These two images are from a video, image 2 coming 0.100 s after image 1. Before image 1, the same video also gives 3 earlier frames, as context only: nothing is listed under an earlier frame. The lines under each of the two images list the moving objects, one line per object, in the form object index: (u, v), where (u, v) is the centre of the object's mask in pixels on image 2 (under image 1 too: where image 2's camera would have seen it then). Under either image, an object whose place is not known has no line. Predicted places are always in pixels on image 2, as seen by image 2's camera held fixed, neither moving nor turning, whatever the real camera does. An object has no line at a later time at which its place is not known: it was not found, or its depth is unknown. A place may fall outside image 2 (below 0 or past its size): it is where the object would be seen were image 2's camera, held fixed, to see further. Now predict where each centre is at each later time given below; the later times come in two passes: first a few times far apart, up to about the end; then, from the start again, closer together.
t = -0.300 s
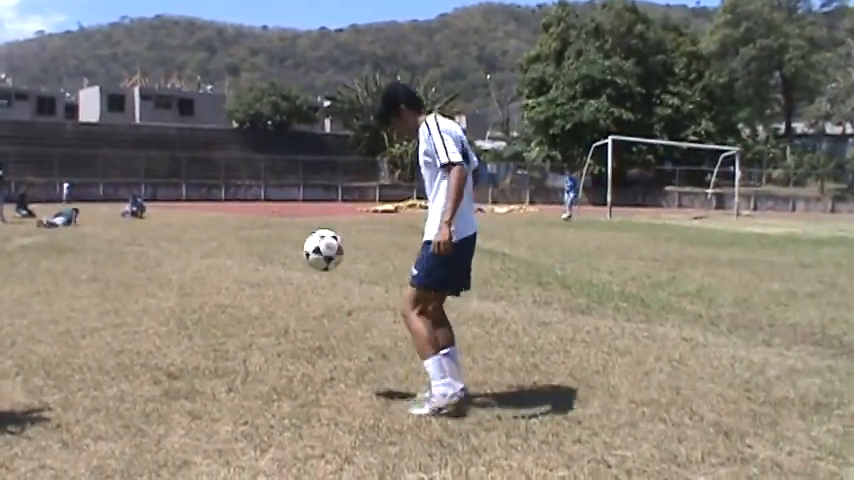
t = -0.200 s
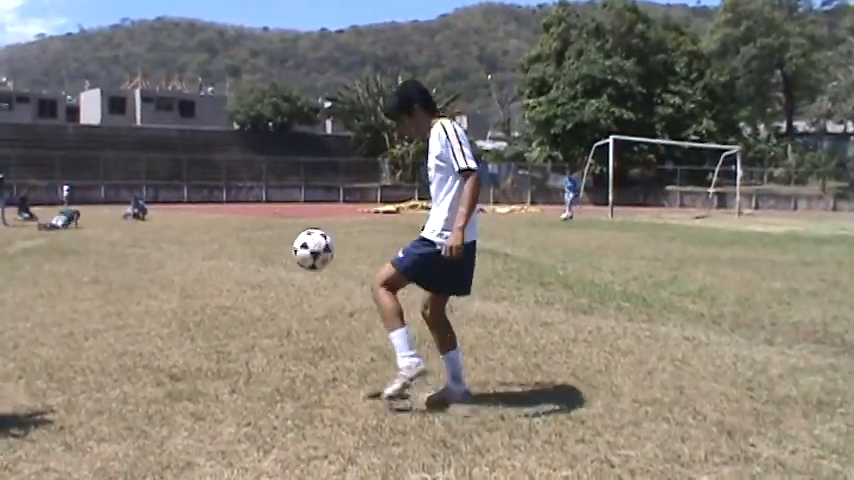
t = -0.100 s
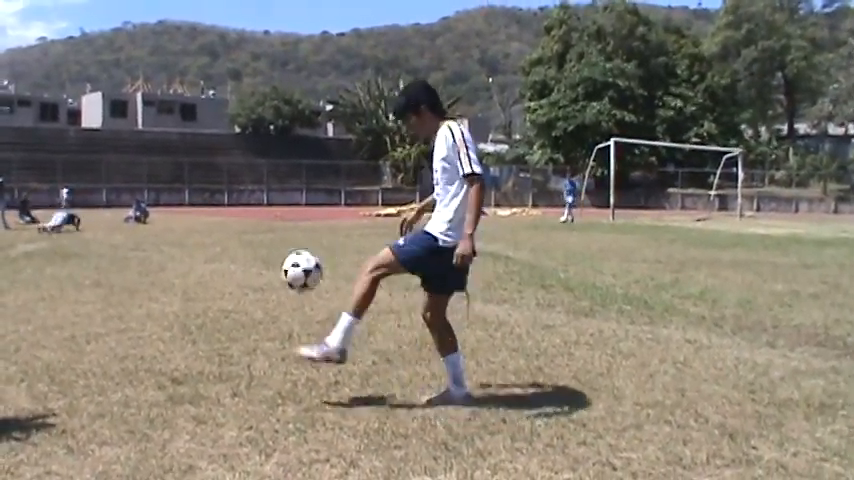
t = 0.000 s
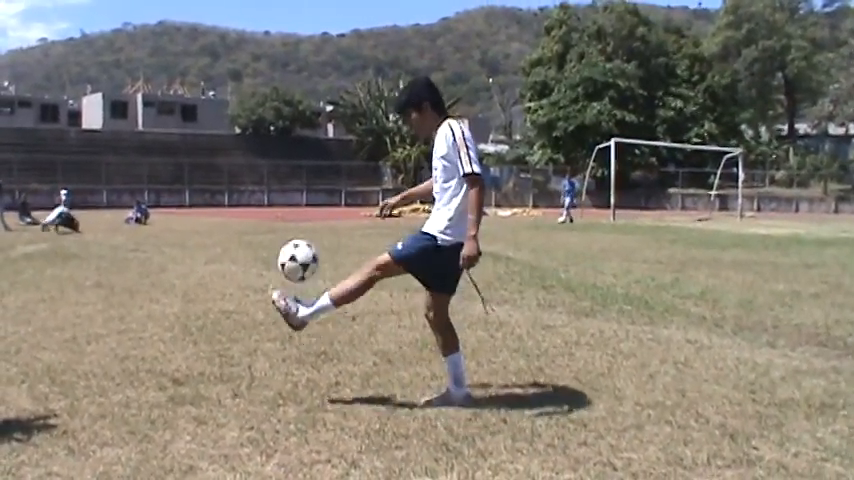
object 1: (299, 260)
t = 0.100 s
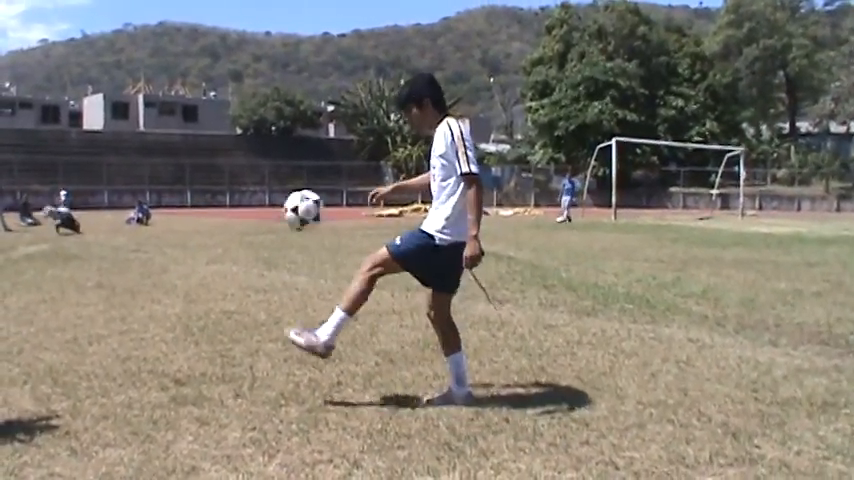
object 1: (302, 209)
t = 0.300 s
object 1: (312, 167)
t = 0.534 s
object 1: (323, 216)
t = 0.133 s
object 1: (305, 197)
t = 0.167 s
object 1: (306, 187)
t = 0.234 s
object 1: (309, 173)
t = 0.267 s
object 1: (311, 169)
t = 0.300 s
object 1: (312, 167)
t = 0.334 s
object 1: (314, 168)
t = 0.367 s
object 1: (315, 170)
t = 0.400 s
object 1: (317, 175)
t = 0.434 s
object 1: (318, 182)
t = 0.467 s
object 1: (319, 192)
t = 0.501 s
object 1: (321, 202)
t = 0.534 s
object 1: (323, 216)
